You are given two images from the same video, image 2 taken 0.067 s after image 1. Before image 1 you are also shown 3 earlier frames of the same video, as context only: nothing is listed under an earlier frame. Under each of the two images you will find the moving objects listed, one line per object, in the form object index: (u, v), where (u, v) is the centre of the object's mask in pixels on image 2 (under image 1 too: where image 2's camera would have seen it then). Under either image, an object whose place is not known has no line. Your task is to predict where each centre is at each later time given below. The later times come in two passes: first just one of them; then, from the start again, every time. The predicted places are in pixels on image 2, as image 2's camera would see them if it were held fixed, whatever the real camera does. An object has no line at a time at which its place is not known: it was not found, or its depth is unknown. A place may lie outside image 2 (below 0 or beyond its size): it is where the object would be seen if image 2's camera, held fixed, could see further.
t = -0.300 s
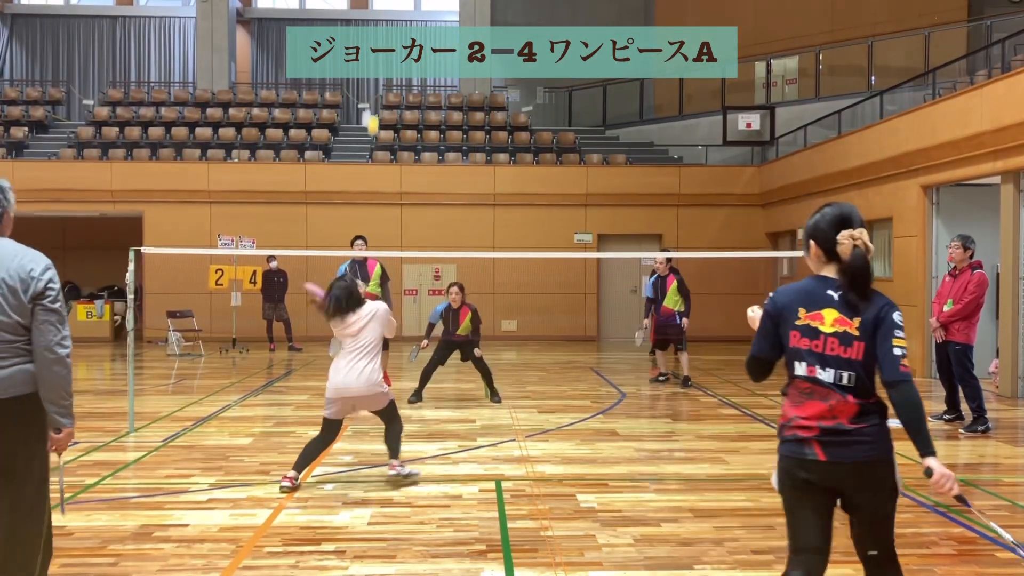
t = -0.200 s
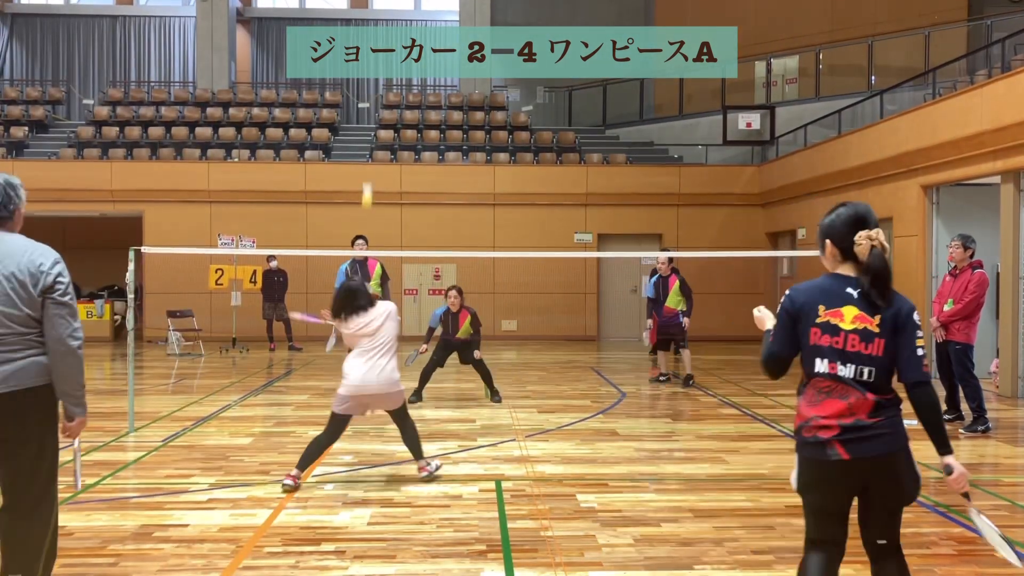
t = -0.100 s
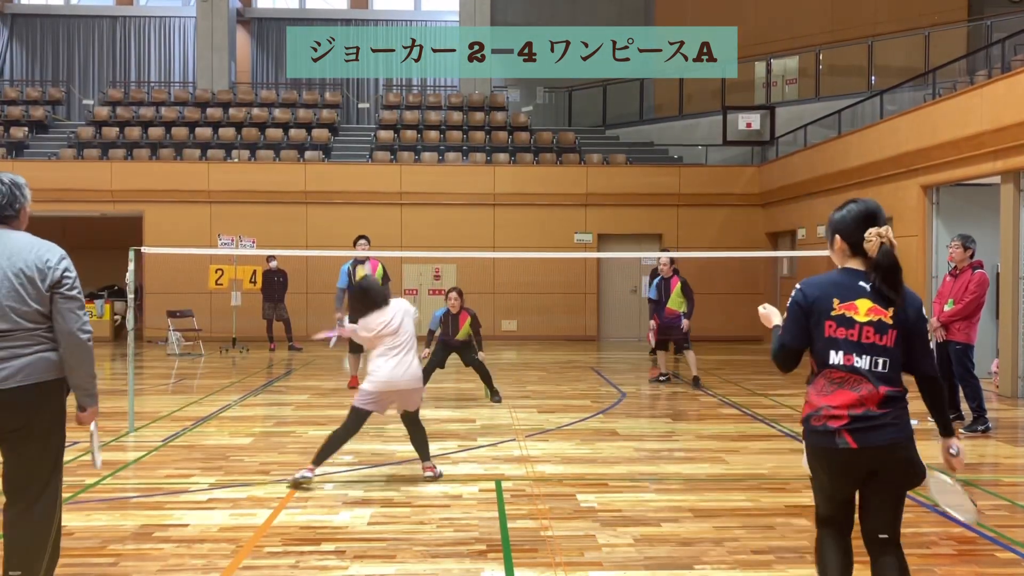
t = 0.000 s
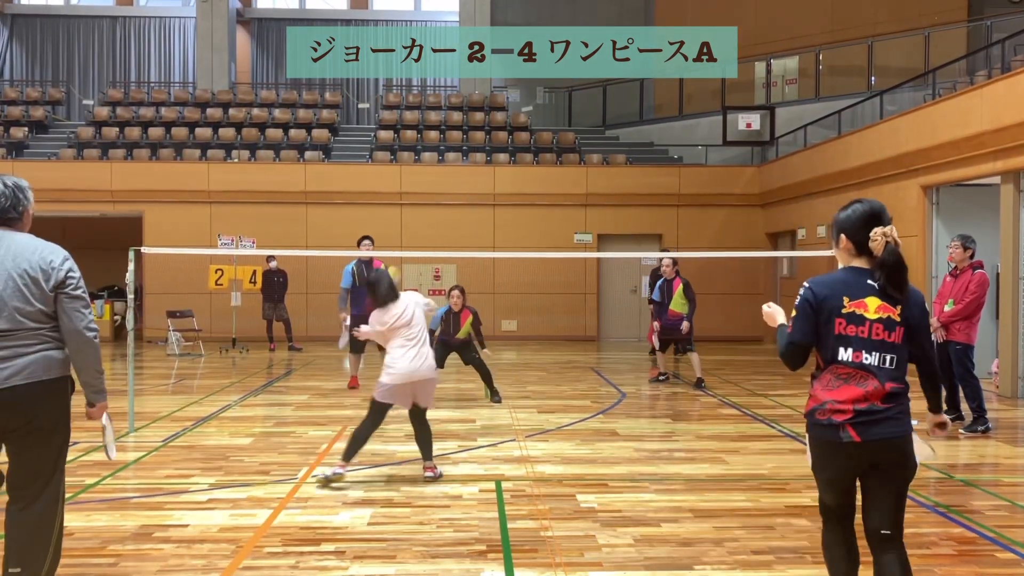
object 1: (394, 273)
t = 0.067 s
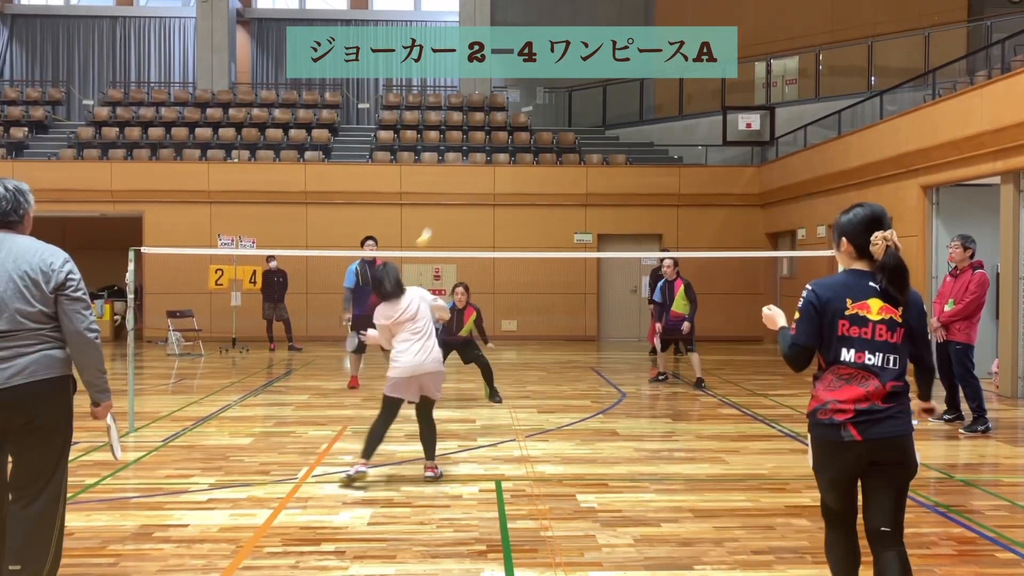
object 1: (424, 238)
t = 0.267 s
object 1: (504, 181)
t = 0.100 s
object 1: (438, 224)
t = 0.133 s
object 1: (453, 213)
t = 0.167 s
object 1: (468, 202)
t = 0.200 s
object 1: (481, 193)
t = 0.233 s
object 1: (493, 186)
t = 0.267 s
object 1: (504, 181)
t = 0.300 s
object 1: (514, 178)
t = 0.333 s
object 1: (524, 176)
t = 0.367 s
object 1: (533, 177)
